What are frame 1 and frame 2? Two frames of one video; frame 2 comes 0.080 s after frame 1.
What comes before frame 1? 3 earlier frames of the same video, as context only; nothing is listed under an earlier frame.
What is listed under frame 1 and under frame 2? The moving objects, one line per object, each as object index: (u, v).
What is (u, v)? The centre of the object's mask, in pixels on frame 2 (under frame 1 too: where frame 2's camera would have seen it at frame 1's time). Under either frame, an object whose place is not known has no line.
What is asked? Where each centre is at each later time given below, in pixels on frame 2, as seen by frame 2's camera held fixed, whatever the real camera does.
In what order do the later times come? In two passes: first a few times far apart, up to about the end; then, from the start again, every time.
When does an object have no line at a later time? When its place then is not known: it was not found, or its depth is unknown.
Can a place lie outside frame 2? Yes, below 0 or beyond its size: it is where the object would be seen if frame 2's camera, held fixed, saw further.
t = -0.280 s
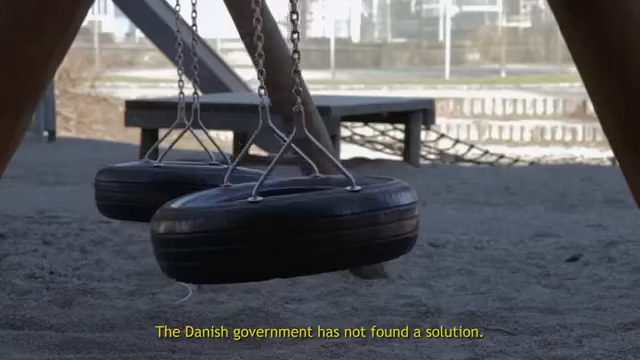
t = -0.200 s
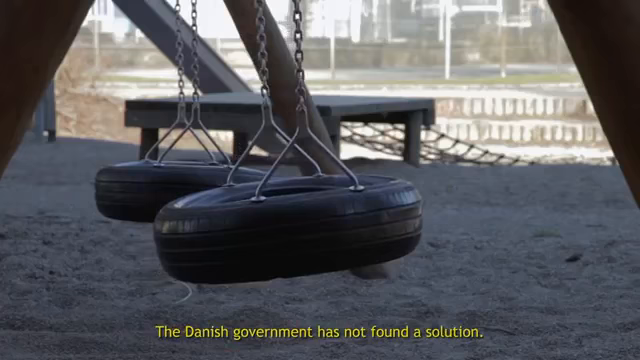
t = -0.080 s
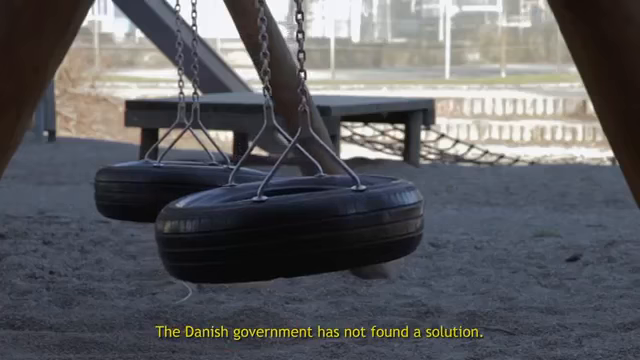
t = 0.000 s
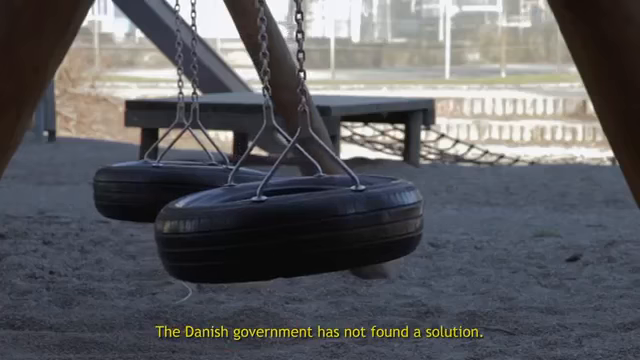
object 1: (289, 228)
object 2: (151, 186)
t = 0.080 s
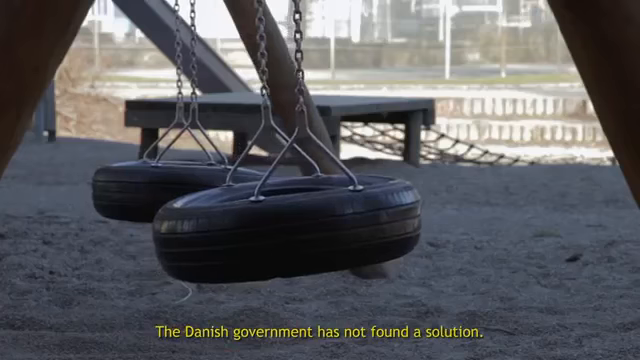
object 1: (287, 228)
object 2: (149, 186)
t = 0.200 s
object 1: (281, 228)
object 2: (146, 185)
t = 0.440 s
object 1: (262, 229)
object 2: (136, 184)
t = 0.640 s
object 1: (244, 229)
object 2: (126, 181)
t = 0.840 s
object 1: (228, 230)
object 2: (120, 179)
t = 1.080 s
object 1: (218, 230)
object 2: (117, 176)
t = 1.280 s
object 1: (219, 230)
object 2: (120, 176)
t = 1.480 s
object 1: (230, 230)
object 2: (126, 178)
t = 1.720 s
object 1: (250, 230)
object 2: (136, 181)
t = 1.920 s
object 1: (268, 229)
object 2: (145, 184)
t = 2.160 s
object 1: (284, 229)
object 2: (152, 185)
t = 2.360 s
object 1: (288, 228)
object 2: (153, 186)
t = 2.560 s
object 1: (284, 228)
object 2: (148, 186)
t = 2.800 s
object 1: (269, 229)
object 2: (139, 184)
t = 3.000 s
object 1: (251, 230)
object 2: (129, 182)
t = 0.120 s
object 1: (285, 228)
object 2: (148, 186)
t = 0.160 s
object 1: (283, 228)
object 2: (147, 186)
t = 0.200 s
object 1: (281, 228)
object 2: (146, 185)
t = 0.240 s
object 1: (278, 228)
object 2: (145, 185)
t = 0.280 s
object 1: (276, 229)
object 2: (143, 185)
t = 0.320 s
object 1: (273, 229)
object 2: (141, 185)
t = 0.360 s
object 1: (269, 229)
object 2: (139, 184)
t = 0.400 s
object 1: (266, 229)
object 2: (138, 184)
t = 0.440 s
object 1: (262, 229)
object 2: (136, 184)
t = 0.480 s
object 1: (259, 229)
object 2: (134, 183)
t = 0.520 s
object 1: (255, 229)
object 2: (132, 183)
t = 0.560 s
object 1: (251, 229)
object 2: (130, 182)
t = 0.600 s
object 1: (248, 229)
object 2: (128, 181)
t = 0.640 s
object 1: (244, 229)
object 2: (126, 181)
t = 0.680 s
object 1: (240, 229)
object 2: (125, 180)
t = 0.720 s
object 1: (236, 230)
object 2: (123, 180)
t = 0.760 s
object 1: (233, 230)
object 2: (122, 179)
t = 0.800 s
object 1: (230, 230)
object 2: (121, 179)
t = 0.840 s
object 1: (228, 230)
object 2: (120, 179)
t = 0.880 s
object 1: (225, 230)
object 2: (119, 178)
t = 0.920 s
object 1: (223, 230)
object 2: (118, 178)
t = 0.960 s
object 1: (221, 230)
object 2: (118, 177)
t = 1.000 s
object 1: (220, 230)
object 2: (117, 177)
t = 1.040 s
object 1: (218, 230)
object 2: (117, 176)
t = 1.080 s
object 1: (218, 230)
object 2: (117, 176)
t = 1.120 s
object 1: (217, 230)
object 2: (118, 176)
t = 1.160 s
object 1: (217, 230)
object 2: (118, 176)
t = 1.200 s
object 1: (217, 230)
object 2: (118, 176)
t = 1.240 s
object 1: (218, 230)
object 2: (119, 176)
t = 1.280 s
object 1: (219, 230)
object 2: (120, 176)
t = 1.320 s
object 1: (220, 230)
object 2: (121, 176)
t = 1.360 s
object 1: (222, 230)
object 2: (122, 176)
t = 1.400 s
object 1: (224, 230)
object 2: (123, 177)
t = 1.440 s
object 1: (227, 230)
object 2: (125, 177)
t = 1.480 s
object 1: (230, 230)
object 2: (126, 178)
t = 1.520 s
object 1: (232, 230)
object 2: (128, 178)
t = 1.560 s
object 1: (235, 230)
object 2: (129, 179)
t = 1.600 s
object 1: (239, 230)
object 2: (131, 180)
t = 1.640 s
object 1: (243, 230)
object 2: (133, 180)
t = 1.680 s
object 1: (246, 230)
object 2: (134, 181)
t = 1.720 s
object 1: (250, 230)
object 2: (136, 181)
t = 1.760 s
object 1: (254, 230)
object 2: (138, 182)
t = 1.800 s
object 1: (258, 230)
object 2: (140, 182)
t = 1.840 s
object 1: (261, 230)
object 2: (141, 183)
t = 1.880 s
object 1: (265, 229)
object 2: (143, 183)
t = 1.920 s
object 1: (268, 229)
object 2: (145, 184)
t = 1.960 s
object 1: (272, 229)
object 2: (146, 184)
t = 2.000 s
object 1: (274, 229)
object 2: (148, 184)
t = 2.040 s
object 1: (277, 229)
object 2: (149, 185)
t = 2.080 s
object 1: (280, 229)
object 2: (150, 185)
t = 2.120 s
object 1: (282, 229)
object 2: (151, 185)
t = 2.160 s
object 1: (284, 229)
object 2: (152, 185)
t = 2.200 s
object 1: (285, 228)
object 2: (152, 186)
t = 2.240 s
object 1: (287, 228)
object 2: (153, 186)
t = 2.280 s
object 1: (288, 228)
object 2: (153, 186)
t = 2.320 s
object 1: (288, 228)
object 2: (153, 186)
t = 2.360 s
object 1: (288, 228)
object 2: (153, 186)
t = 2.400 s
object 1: (288, 228)
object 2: (152, 186)
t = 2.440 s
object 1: (288, 228)
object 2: (152, 186)
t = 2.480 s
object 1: (287, 228)
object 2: (151, 186)
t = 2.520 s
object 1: (285, 228)
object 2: (150, 186)
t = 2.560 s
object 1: (284, 228)
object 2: (148, 186)
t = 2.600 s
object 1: (282, 228)
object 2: (147, 186)
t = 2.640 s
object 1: (280, 228)
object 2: (146, 185)
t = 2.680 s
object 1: (277, 229)
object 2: (144, 185)
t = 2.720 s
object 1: (275, 229)
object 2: (142, 185)
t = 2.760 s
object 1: (271, 229)
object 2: (141, 184)
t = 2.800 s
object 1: (269, 229)
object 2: (139, 184)
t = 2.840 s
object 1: (265, 229)
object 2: (137, 184)
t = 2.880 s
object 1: (262, 229)
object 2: (135, 183)
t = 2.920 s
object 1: (258, 230)
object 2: (133, 183)
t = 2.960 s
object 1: (255, 229)
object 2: (131, 183)
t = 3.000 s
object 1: (251, 230)
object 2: (129, 182)
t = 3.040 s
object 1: (247, 230)
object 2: (127, 182)
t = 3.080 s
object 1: (244, 230)
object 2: (125, 181)
